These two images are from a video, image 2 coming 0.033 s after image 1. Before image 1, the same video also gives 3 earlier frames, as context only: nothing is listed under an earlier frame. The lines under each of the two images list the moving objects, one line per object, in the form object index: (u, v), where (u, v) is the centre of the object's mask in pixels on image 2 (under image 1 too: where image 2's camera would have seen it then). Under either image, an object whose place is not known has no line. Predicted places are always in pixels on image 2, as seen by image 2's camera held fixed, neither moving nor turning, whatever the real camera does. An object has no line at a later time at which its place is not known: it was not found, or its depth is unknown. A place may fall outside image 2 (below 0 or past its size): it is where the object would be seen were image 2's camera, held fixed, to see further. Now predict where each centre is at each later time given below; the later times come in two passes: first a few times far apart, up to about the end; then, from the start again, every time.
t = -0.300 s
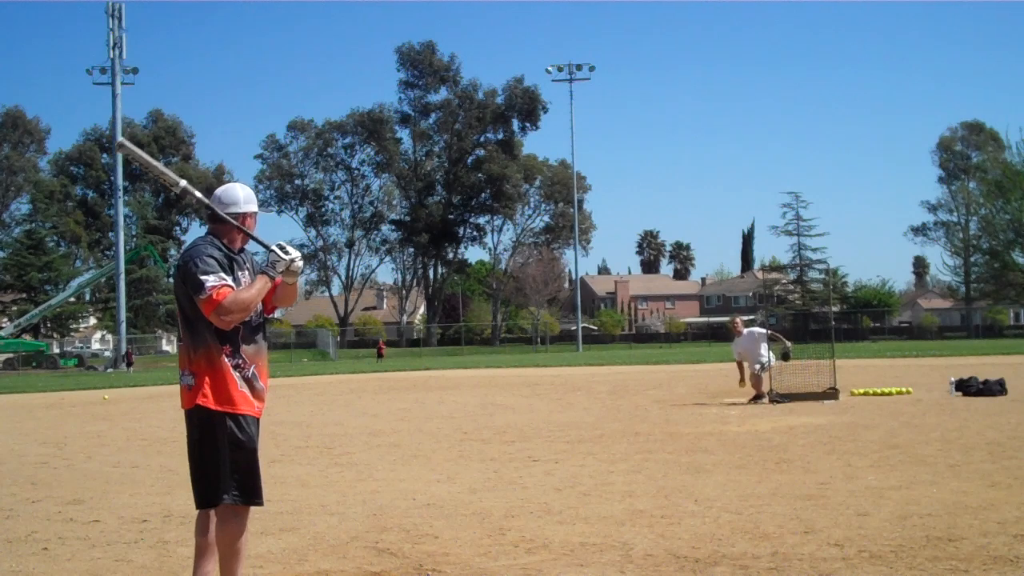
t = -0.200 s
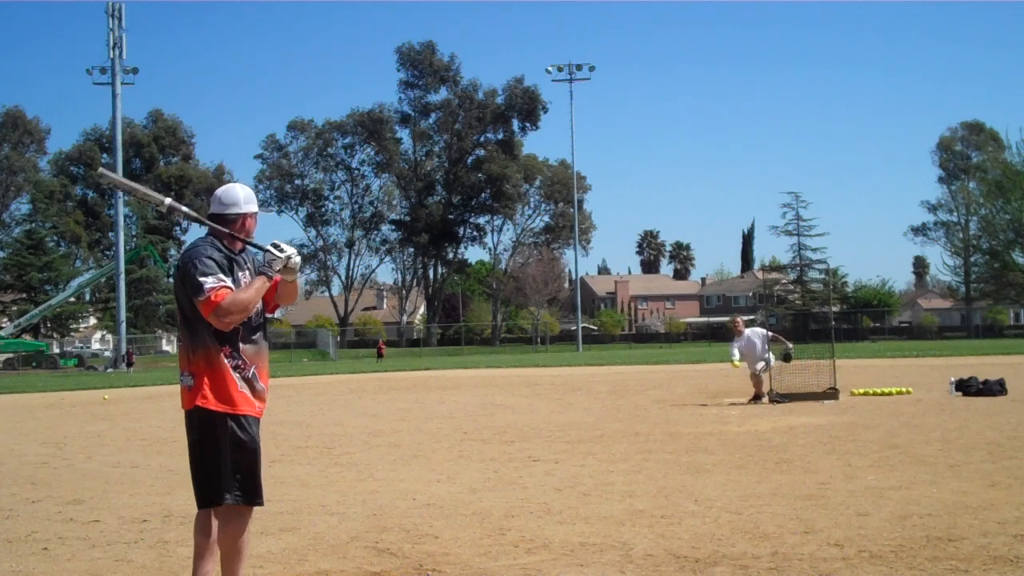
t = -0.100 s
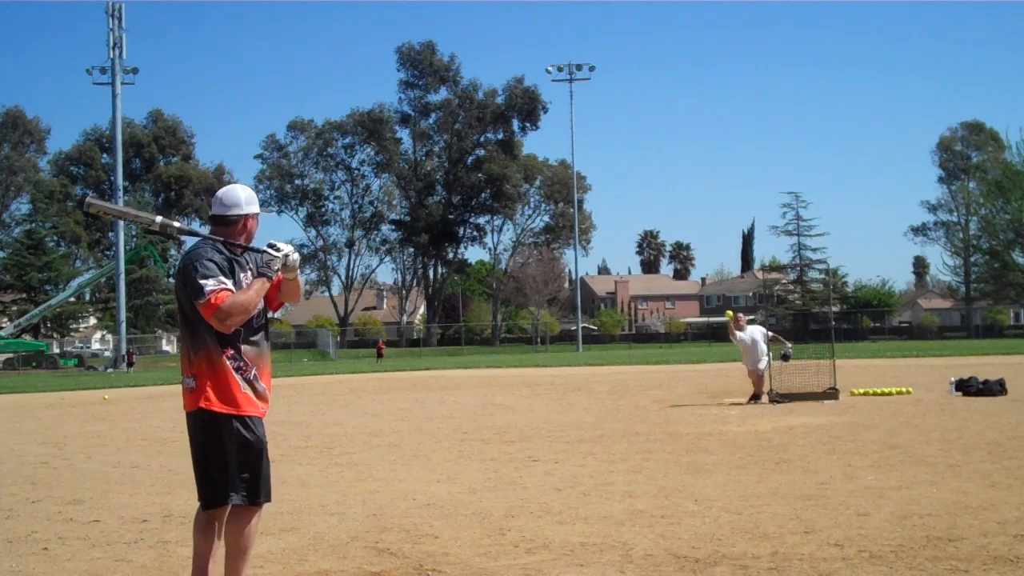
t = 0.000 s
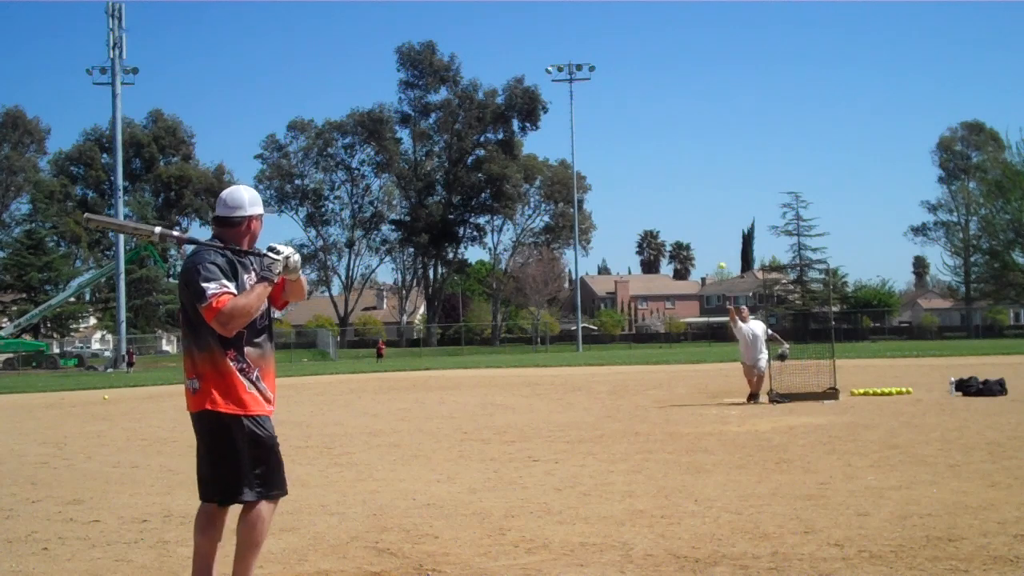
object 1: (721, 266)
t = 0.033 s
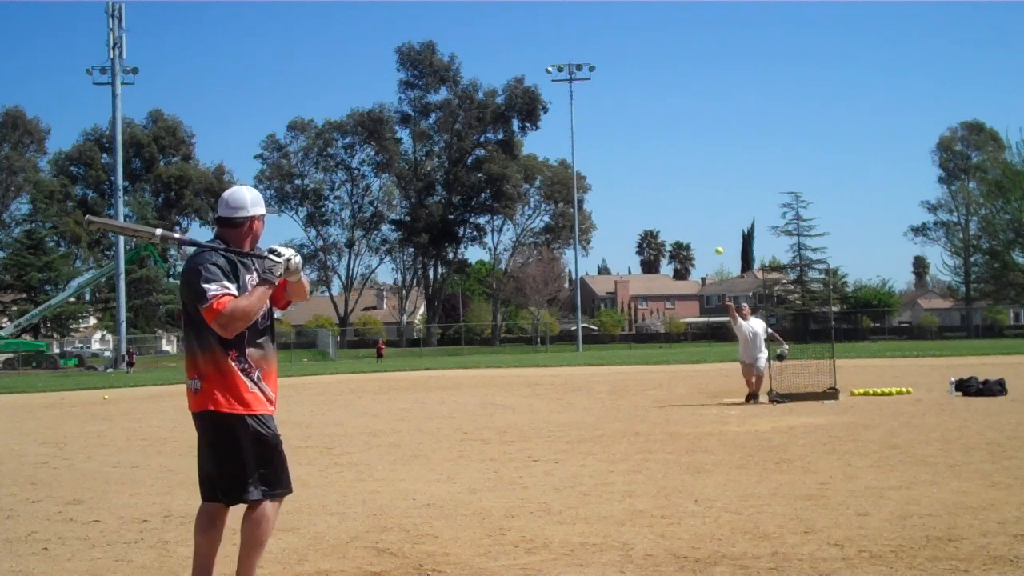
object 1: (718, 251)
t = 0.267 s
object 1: (699, 154)
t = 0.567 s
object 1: (670, 71)
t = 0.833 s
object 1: (638, 62)
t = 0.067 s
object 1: (716, 235)
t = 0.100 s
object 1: (713, 221)
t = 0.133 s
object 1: (710, 207)
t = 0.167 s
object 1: (708, 193)
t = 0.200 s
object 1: (705, 180)
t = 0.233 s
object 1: (702, 167)
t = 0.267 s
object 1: (699, 154)
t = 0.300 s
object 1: (696, 143)
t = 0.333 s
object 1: (693, 132)
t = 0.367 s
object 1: (690, 121)
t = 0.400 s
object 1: (687, 110)
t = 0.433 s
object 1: (683, 101)
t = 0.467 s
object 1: (680, 92)
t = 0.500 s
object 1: (677, 84)
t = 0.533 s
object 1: (673, 77)
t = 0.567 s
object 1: (670, 71)
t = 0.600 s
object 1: (666, 65)
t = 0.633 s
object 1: (663, 61)
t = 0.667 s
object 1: (659, 58)
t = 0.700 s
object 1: (655, 56)
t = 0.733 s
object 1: (651, 55)
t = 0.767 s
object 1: (647, 56)
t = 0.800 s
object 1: (643, 58)
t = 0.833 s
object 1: (638, 62)
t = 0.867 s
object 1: (634, 68)
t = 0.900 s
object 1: (629, 76)
